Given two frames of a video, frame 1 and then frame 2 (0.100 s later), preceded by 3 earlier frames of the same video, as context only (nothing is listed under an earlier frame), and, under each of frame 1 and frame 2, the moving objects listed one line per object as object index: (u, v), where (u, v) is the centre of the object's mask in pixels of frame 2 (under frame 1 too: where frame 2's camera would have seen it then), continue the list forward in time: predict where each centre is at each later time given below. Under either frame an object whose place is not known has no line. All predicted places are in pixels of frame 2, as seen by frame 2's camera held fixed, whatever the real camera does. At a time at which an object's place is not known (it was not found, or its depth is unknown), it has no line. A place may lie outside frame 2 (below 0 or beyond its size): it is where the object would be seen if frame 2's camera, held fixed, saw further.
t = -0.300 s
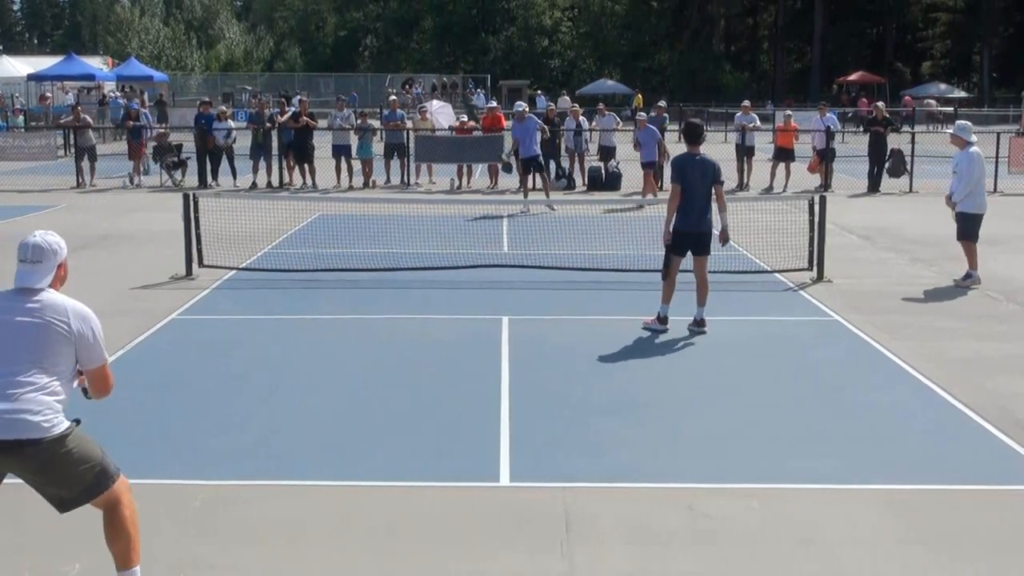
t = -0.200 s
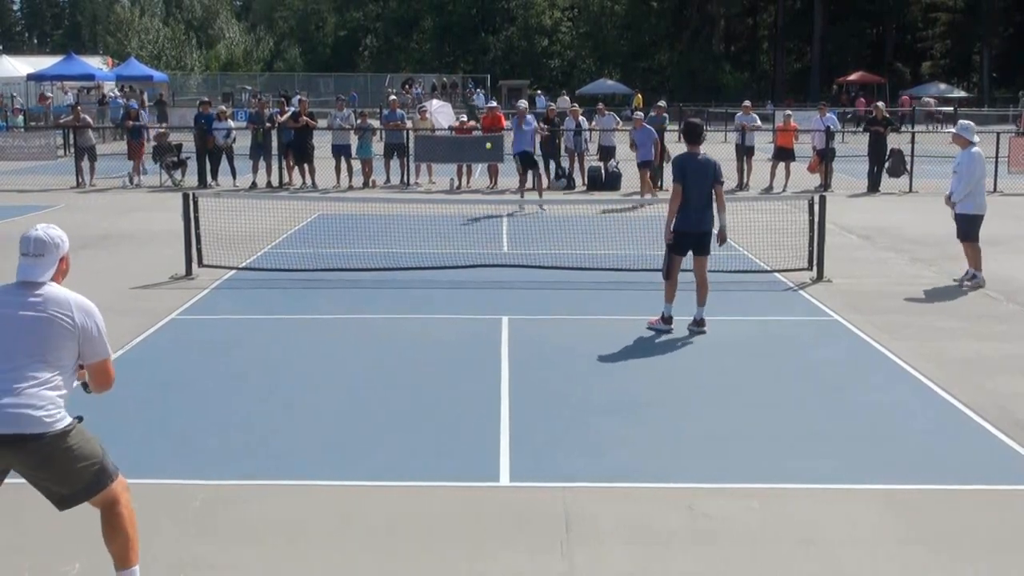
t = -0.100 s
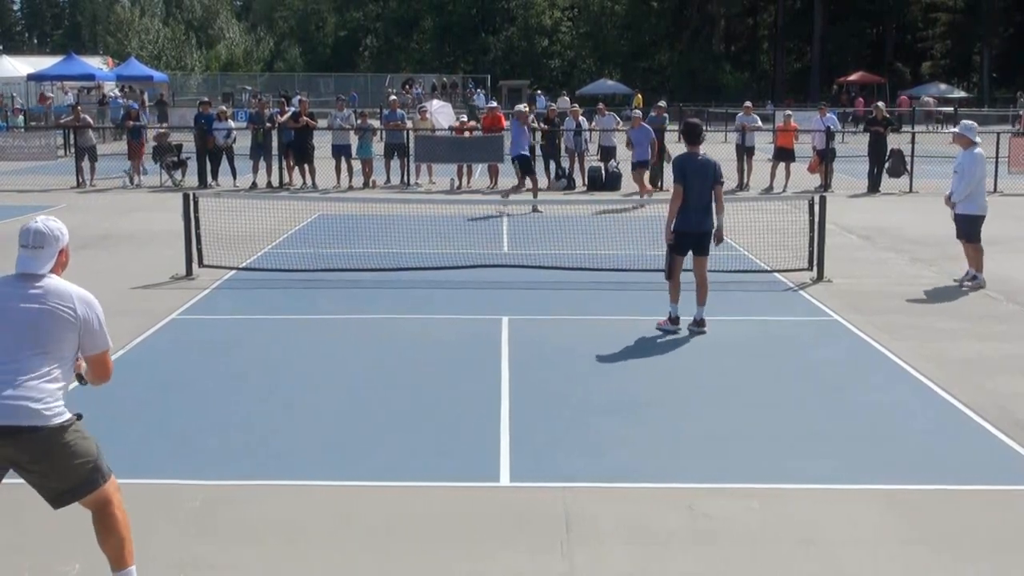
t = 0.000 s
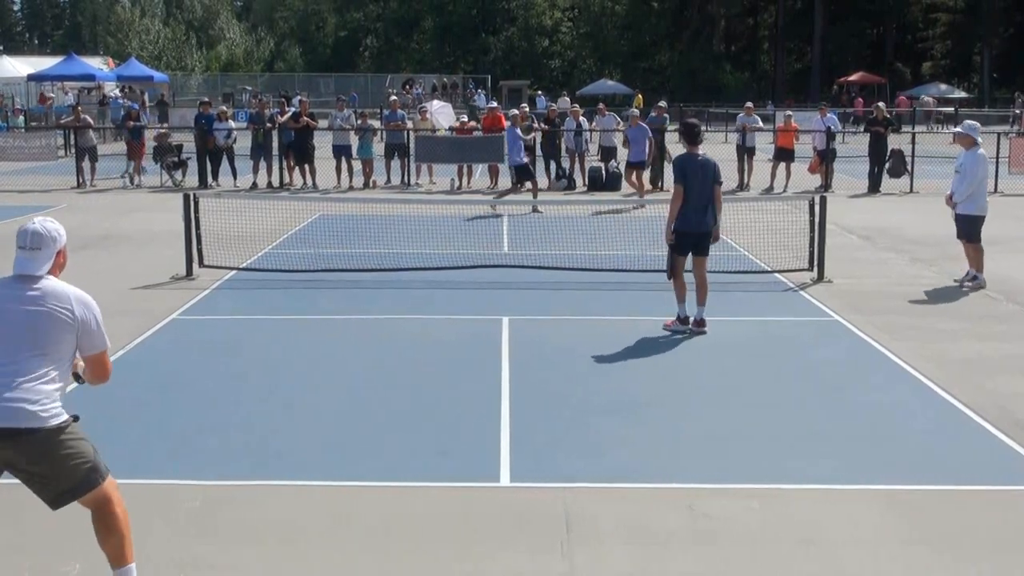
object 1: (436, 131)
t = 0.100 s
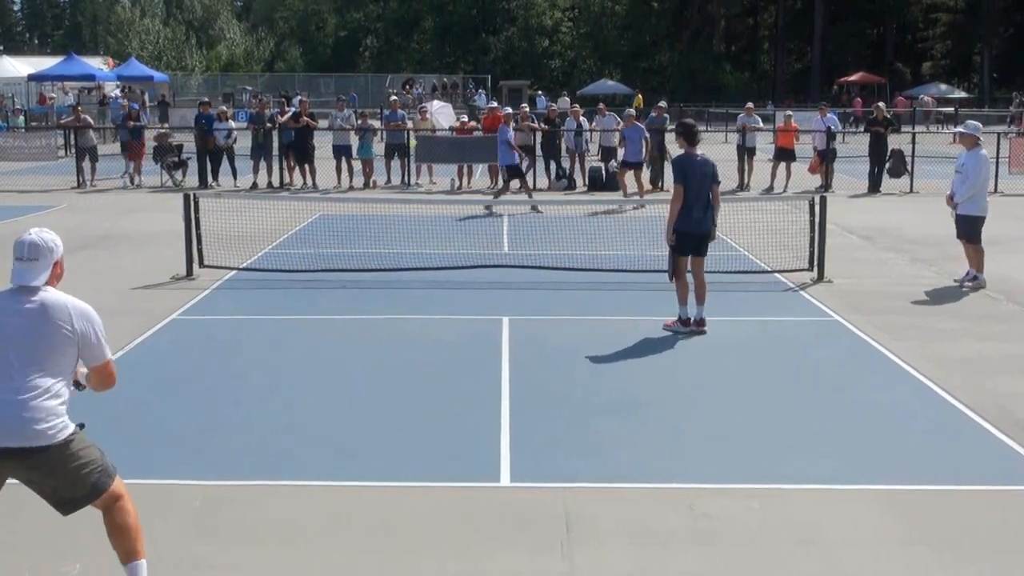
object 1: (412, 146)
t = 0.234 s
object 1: (367, 183)
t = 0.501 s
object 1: (242, 380)
